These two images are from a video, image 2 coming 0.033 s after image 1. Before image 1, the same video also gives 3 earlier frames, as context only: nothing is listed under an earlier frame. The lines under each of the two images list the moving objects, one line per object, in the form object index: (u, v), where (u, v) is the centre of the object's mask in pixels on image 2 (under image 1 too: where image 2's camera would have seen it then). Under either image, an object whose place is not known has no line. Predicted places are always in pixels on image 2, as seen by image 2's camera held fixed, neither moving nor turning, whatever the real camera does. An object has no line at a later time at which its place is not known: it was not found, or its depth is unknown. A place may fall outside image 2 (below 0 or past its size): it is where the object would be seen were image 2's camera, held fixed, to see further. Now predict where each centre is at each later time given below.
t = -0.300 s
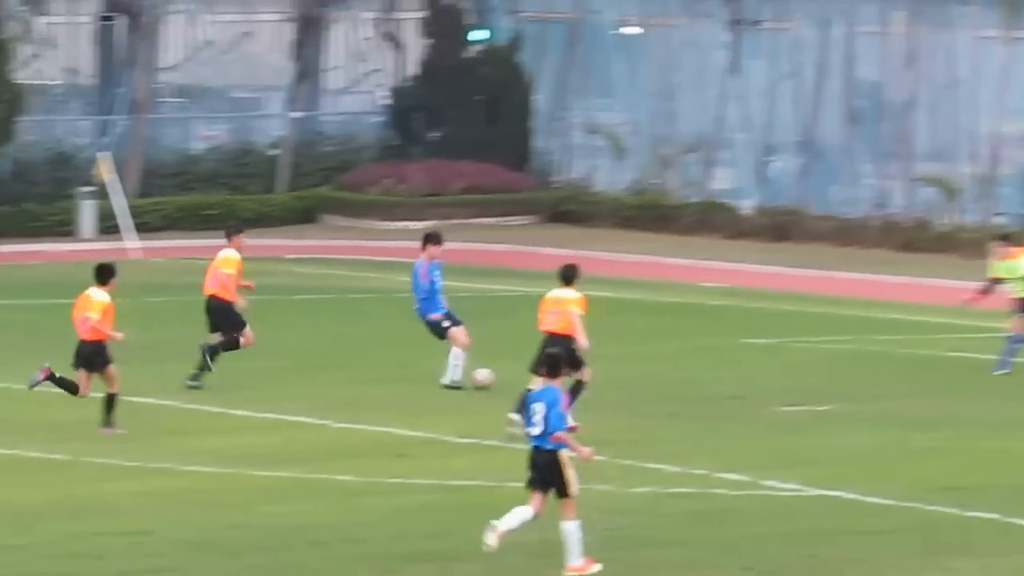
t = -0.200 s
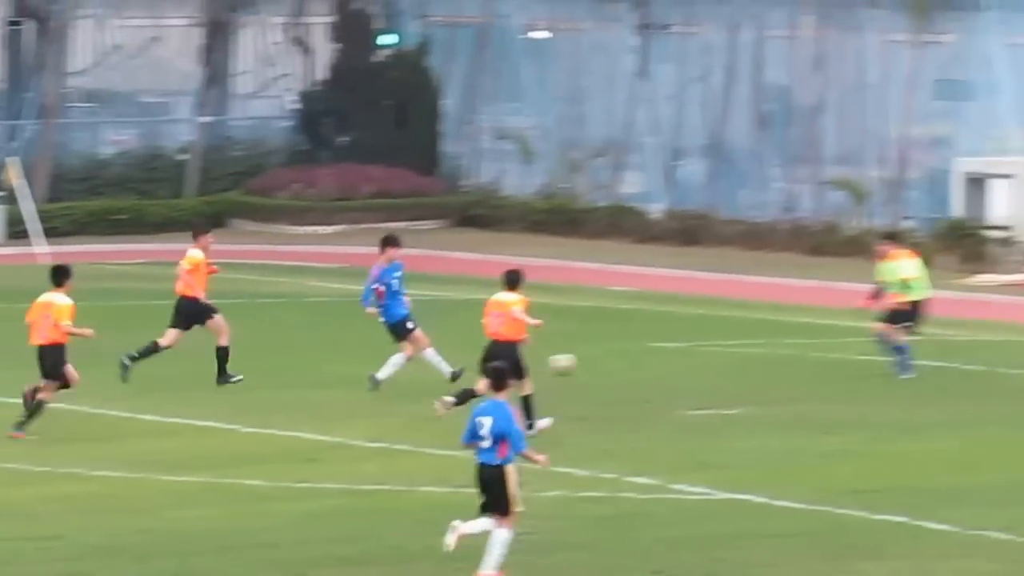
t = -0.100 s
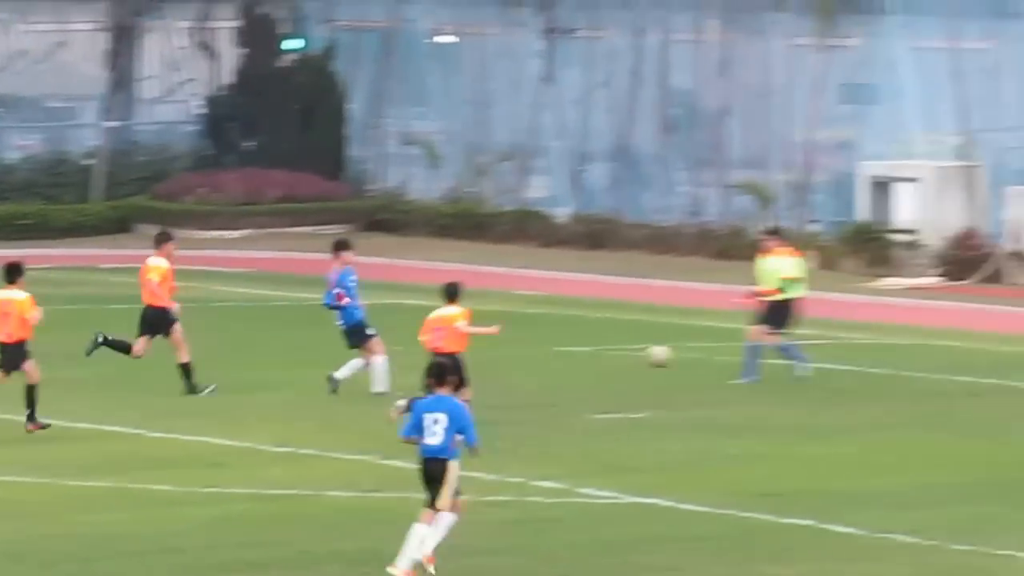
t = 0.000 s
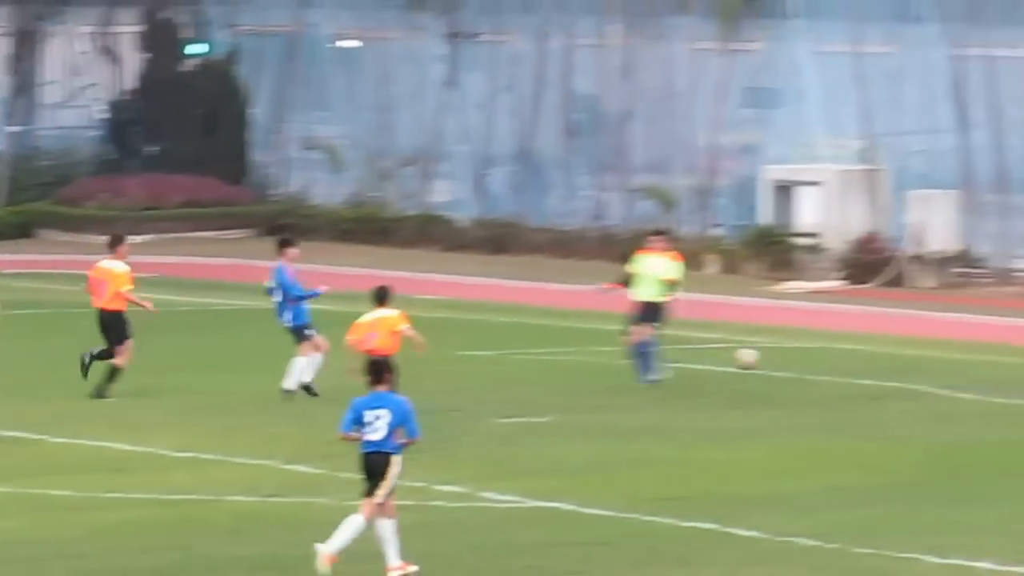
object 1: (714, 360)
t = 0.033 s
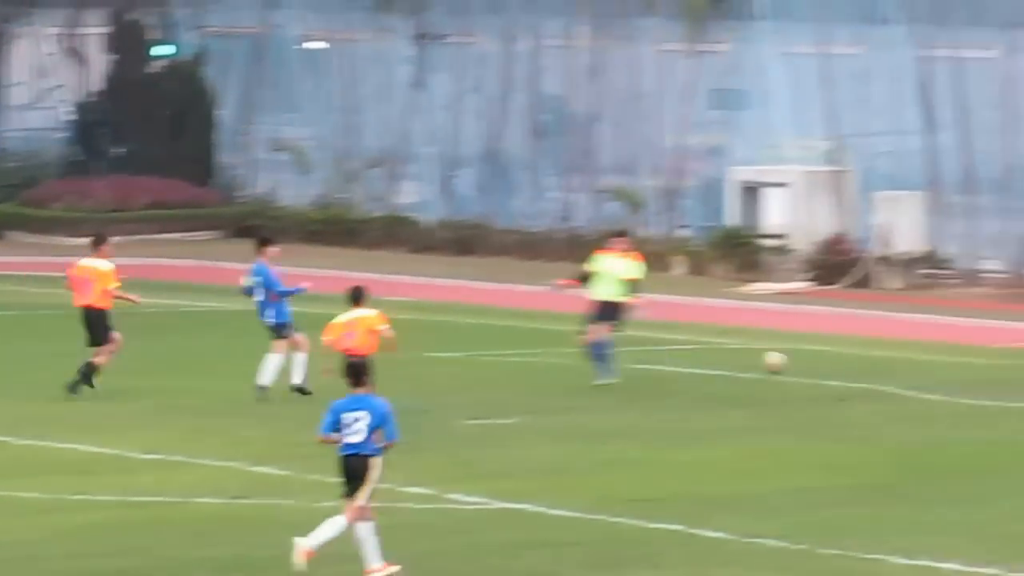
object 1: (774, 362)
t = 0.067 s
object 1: (834, 366)
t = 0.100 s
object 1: (892, 370)
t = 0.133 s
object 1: (950, 375)
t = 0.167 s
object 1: (1008, 383)
